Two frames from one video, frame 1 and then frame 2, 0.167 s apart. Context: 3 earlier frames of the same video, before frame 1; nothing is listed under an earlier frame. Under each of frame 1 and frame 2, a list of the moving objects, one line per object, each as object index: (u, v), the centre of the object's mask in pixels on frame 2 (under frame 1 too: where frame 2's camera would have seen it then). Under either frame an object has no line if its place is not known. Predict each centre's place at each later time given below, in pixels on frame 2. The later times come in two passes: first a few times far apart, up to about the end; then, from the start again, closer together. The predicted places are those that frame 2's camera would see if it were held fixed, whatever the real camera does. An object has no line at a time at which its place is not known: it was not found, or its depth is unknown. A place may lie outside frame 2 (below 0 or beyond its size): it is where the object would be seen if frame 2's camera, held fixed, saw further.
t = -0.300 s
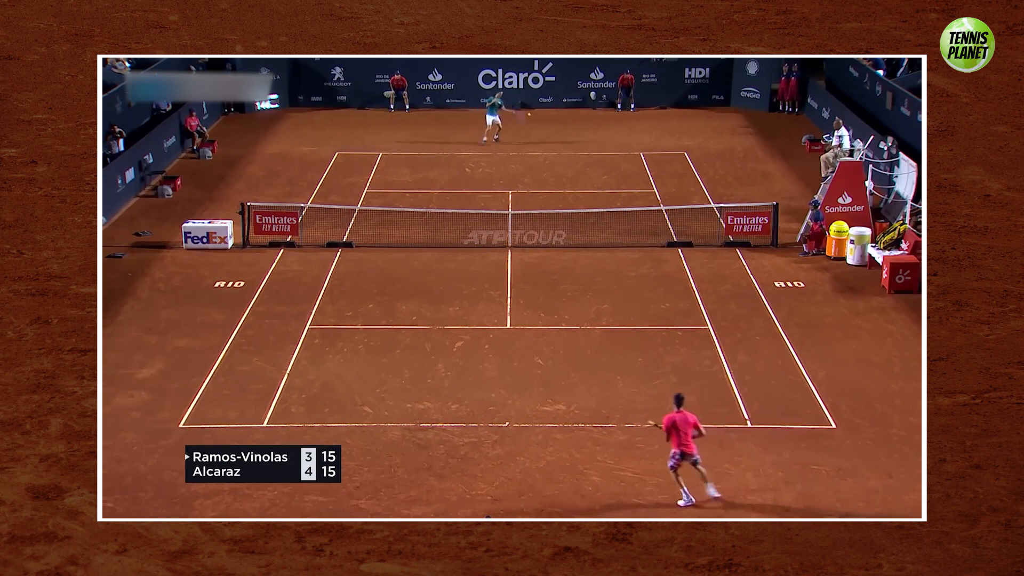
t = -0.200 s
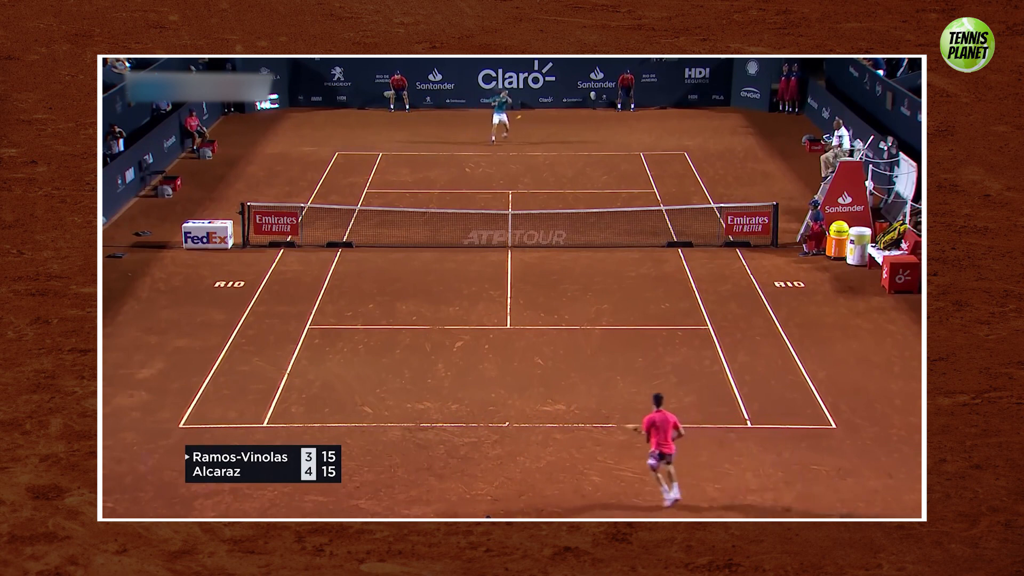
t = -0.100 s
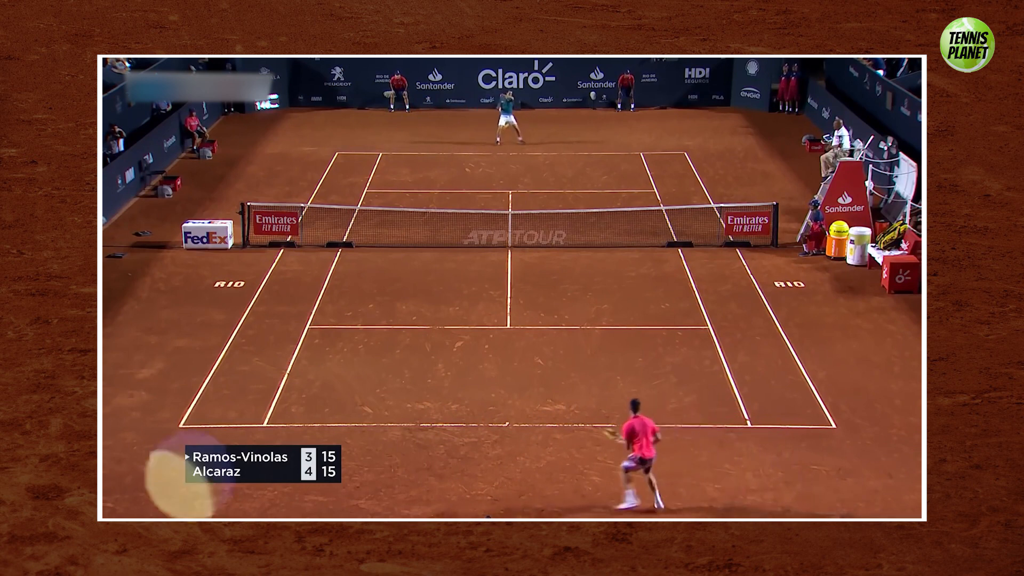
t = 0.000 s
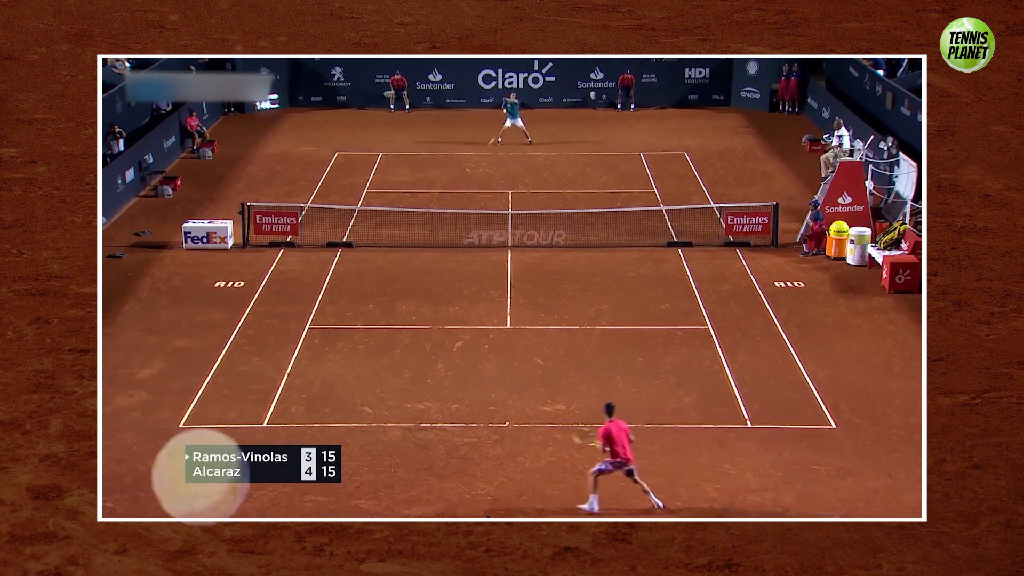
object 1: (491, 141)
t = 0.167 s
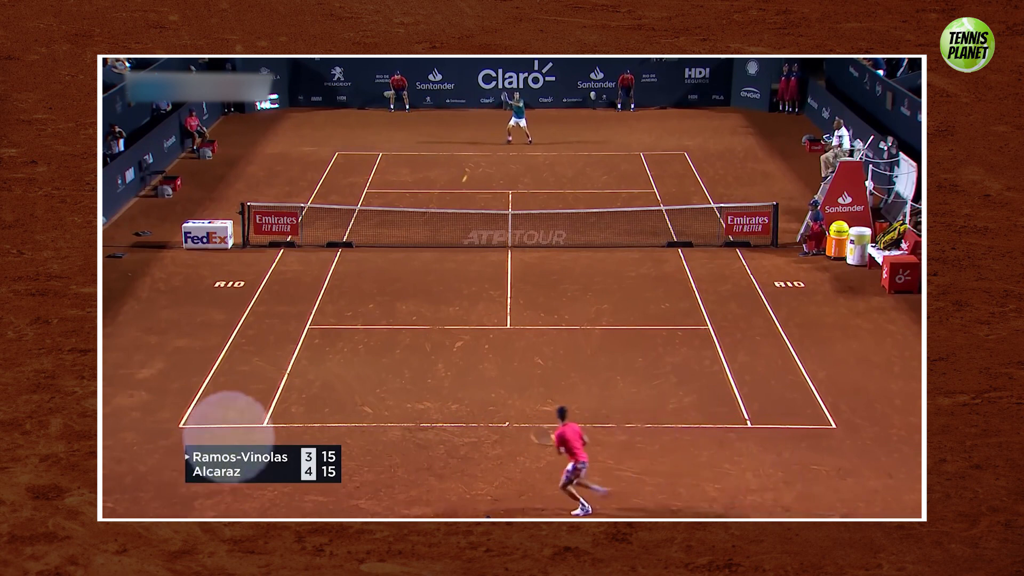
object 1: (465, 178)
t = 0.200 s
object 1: (457, 191)
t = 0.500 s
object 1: (392, 325)
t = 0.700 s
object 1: (355, 346)
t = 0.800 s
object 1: (336, 352)
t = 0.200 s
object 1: (457, 191)
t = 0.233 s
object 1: (450, 203)
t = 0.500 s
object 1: (392, 325)
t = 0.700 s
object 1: (355, 346)
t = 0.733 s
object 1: (348, 348)
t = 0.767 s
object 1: (344, 349)
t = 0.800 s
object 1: (336, 352)
